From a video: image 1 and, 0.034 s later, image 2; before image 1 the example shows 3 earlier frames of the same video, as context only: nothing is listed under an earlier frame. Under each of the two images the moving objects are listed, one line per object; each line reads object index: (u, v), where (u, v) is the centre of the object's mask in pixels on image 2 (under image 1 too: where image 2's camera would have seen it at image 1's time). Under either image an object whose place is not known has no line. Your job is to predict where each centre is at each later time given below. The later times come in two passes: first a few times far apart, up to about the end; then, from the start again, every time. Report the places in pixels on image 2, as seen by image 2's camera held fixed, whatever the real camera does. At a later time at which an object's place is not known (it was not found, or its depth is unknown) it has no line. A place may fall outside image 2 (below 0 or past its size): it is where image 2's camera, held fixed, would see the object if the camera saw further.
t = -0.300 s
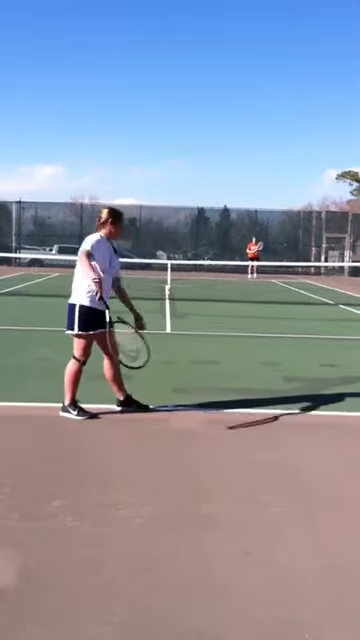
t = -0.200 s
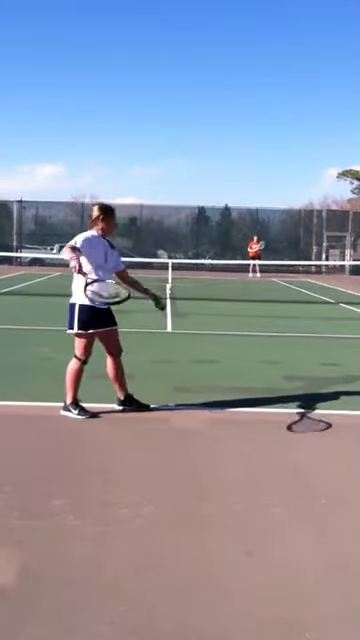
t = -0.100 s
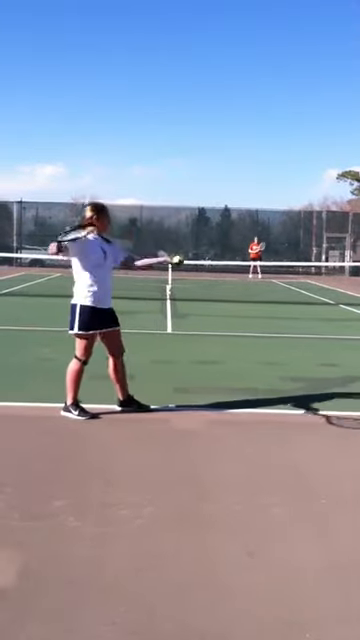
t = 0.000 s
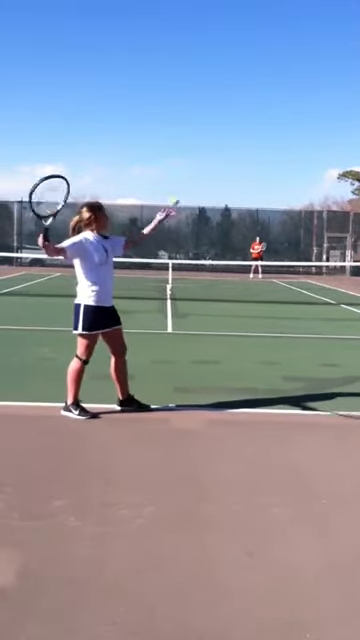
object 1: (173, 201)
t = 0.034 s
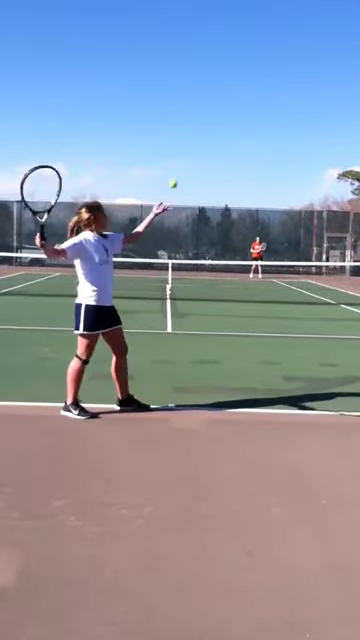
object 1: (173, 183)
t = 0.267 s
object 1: (161, 103)
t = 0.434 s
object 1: (152, 89)
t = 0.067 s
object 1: (171, 168)
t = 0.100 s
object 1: (169, 154)
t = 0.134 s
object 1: (167, 141)
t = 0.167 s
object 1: (166, 129)
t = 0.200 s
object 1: (165, 119)
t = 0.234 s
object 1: (163, 110)
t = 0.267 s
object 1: (161, 103)
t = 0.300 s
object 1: (159, 98)
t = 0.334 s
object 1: (157, 93)
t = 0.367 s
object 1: (155, 91)
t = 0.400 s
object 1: (154, 89)
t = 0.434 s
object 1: (152, 89)
